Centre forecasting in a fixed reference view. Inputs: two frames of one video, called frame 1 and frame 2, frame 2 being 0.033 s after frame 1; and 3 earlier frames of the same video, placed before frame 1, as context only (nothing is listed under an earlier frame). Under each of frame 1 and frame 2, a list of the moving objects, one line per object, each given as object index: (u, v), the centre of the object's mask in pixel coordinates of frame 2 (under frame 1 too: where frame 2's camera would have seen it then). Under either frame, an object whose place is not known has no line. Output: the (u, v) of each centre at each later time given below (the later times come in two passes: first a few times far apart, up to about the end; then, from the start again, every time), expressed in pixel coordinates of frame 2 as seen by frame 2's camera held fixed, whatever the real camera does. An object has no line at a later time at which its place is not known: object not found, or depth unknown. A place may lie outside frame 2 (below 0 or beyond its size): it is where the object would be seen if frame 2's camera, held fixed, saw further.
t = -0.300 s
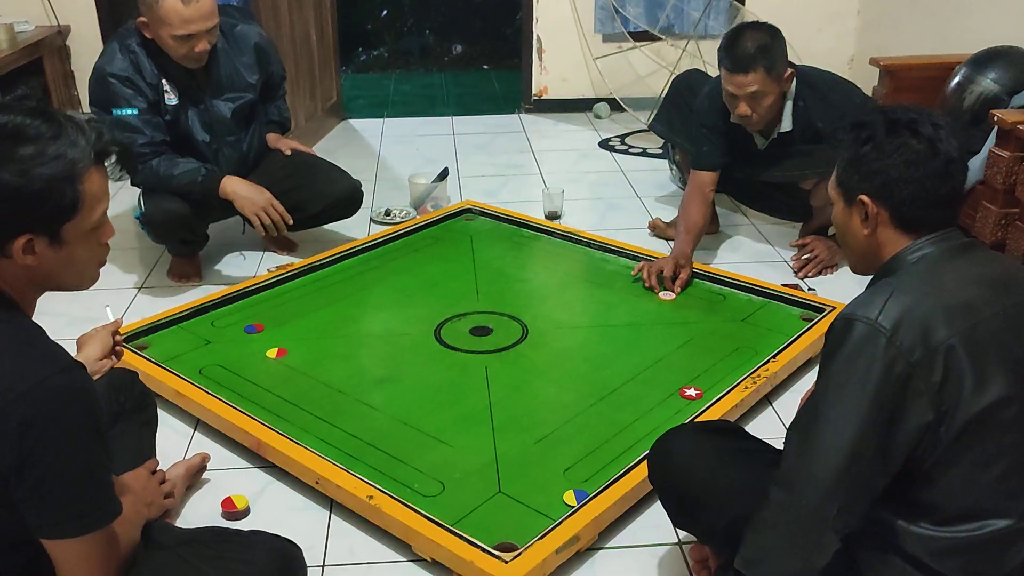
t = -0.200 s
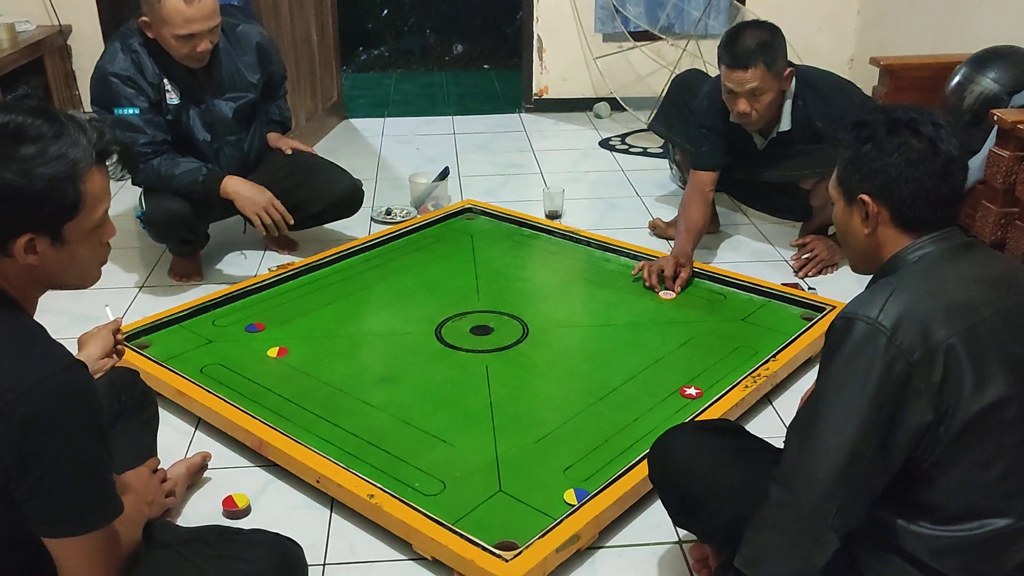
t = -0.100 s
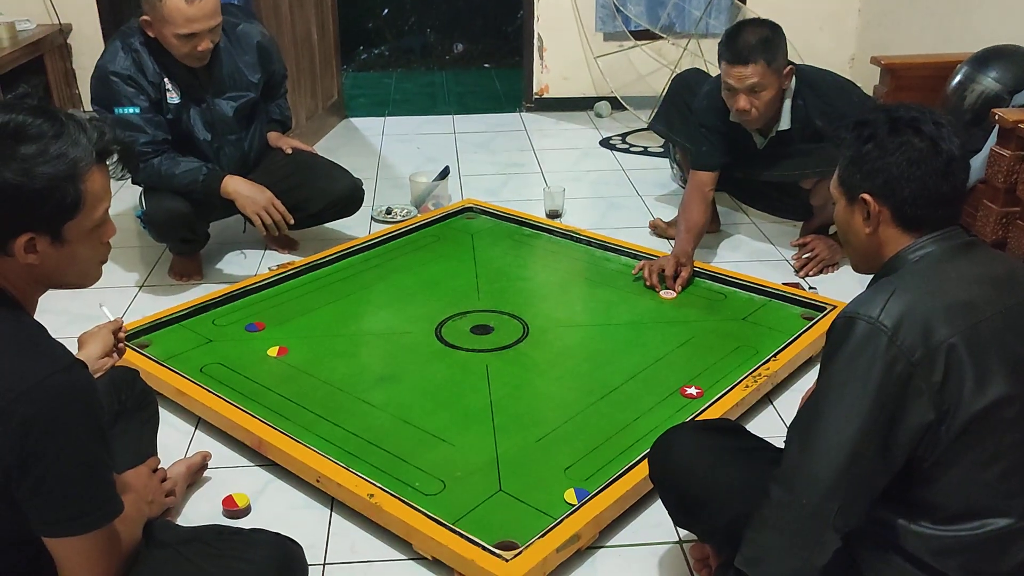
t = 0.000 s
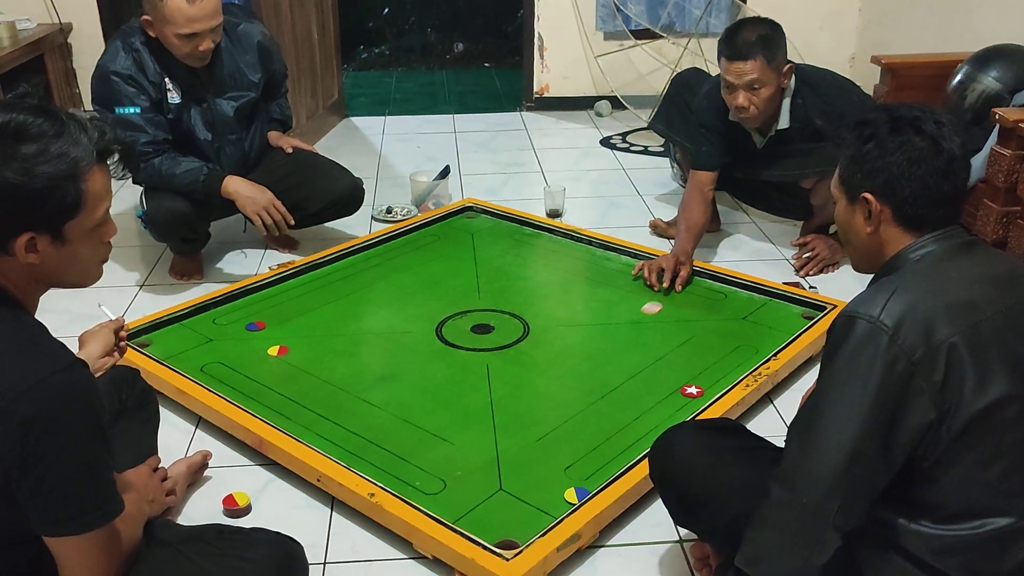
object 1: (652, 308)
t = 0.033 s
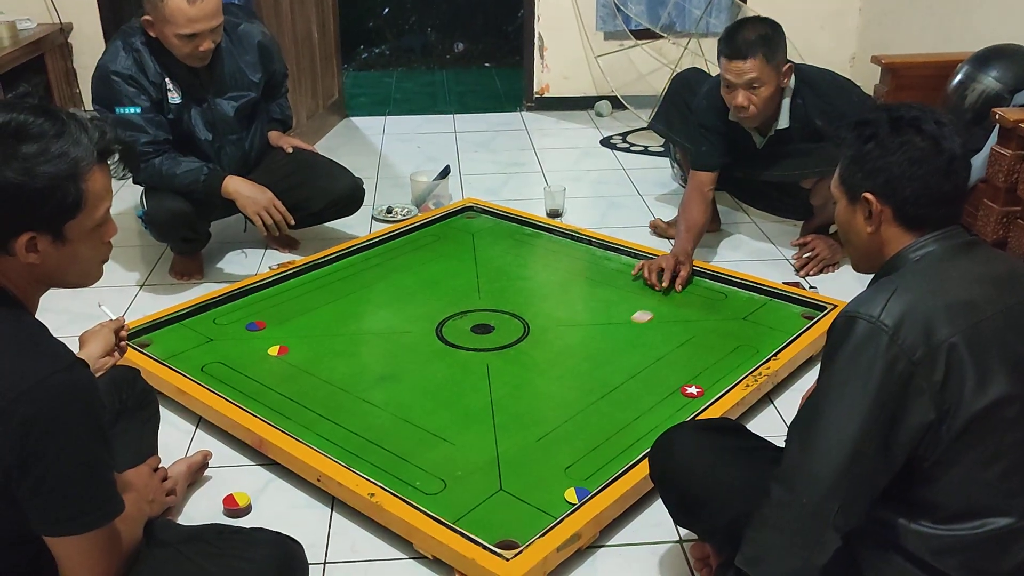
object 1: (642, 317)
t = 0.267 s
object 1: (561, 387)
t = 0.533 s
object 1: (437, 497)
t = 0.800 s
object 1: (533, 463)
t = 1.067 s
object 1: (628, 426)
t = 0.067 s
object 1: (631, 326)
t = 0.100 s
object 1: (621, 335)
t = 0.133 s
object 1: (610, 345)
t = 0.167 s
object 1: (598, 355)
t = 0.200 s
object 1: (586, 365)
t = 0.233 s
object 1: (574, 376)
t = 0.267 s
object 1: (561, 387)
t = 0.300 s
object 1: (547, 399)
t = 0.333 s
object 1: (533, 411)
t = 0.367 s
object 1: (519, 424)
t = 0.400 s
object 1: (504, 437)
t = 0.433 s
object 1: (488, 451)
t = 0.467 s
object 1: (471, 466)
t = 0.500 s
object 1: (455, 481)
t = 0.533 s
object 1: (437, 497)
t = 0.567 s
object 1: (436, 502)
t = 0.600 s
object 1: (451, 496)
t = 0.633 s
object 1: (465, 490)
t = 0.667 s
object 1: (480, 484)
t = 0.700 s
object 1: (494, 479)
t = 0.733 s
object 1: (507, 473)
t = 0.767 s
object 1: (521, 468)
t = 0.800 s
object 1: (533, 463)
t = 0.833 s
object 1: (546, 457)
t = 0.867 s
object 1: (558, 452)
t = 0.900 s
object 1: (570, 448)
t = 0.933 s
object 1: (582, 443)
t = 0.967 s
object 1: (594, 439)
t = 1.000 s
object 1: (606, 434)
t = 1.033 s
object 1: (617, 430)
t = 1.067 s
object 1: (628, 426)
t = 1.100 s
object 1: (640, 422)
